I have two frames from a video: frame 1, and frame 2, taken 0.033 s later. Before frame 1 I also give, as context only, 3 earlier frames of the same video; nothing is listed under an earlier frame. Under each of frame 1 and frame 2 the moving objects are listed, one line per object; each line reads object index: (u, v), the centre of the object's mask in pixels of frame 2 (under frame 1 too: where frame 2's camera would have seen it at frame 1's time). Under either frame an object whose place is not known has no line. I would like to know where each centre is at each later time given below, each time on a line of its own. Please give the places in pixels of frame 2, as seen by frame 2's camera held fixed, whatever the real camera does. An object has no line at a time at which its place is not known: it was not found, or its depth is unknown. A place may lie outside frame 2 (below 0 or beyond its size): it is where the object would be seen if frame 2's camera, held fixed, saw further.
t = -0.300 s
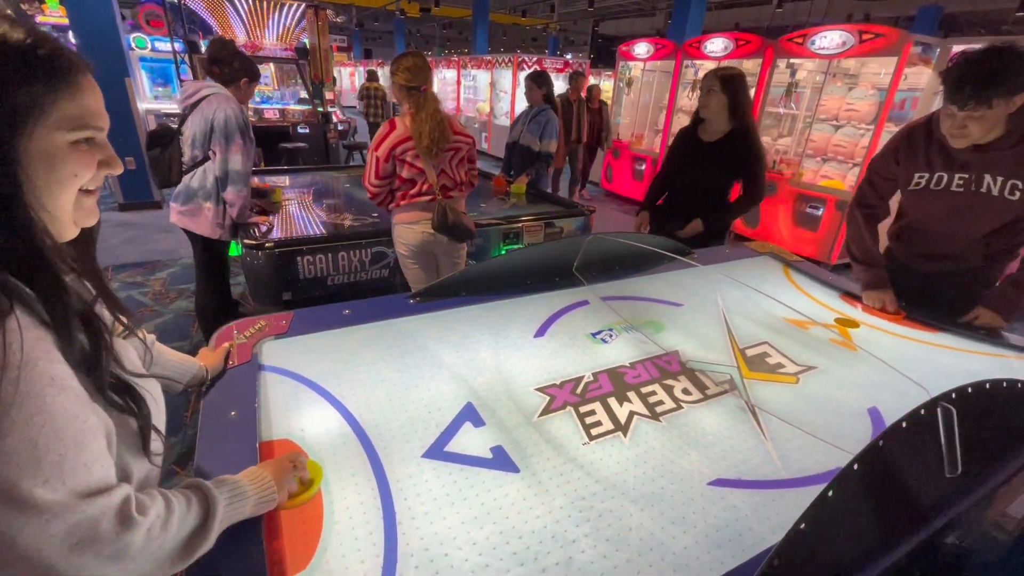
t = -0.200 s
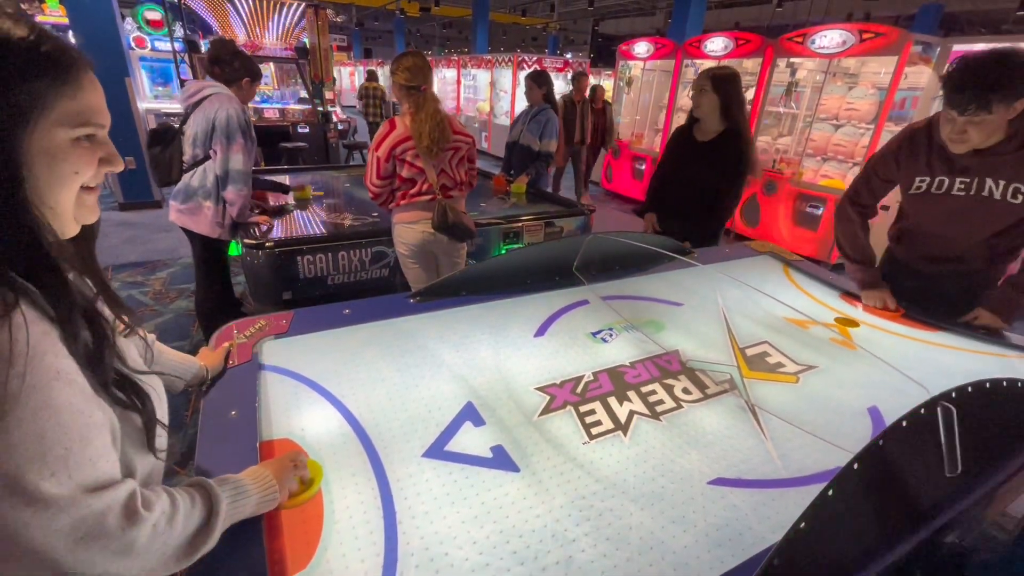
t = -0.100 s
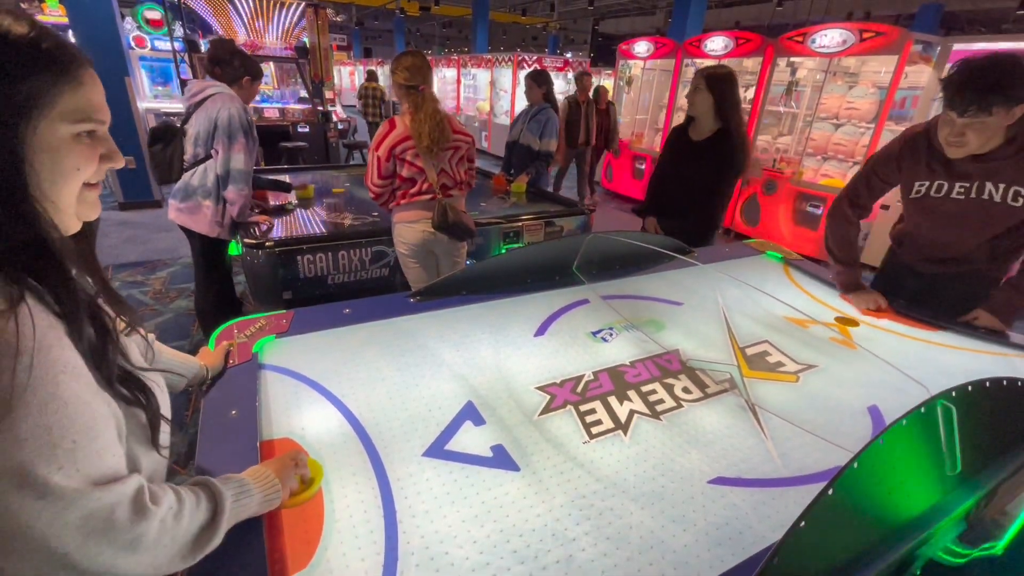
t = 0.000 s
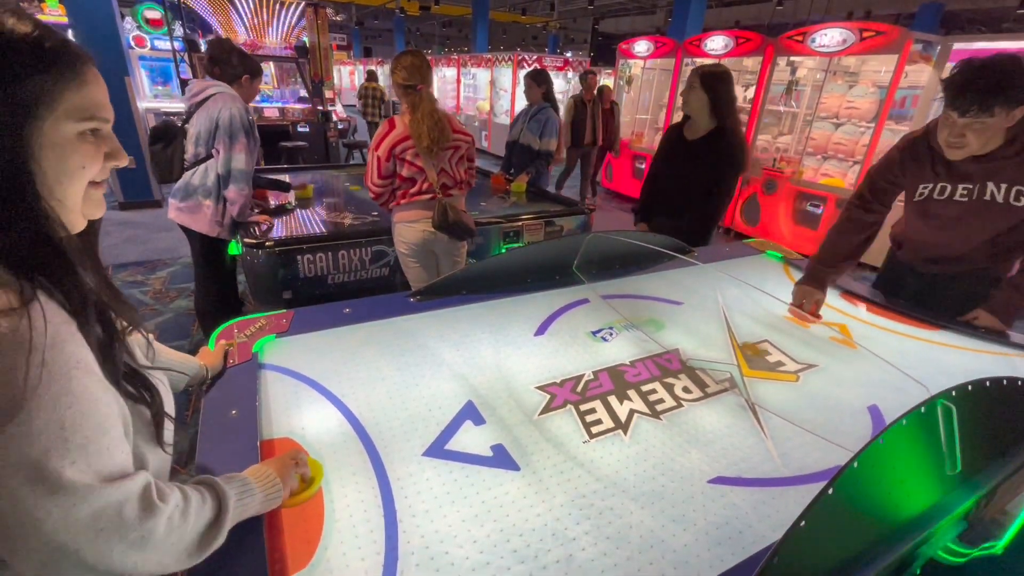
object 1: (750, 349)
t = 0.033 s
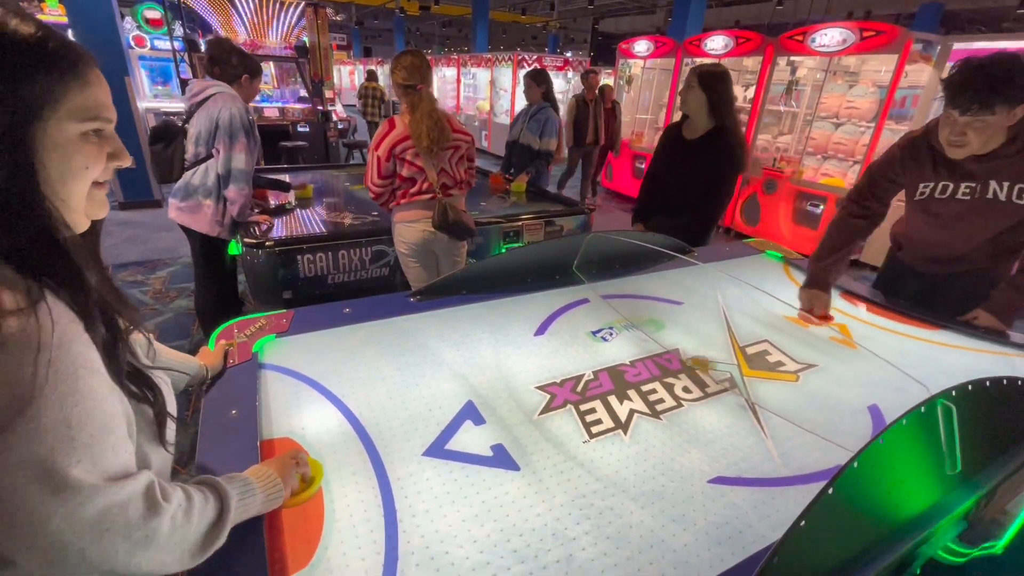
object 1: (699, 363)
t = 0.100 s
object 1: (575, 401)
